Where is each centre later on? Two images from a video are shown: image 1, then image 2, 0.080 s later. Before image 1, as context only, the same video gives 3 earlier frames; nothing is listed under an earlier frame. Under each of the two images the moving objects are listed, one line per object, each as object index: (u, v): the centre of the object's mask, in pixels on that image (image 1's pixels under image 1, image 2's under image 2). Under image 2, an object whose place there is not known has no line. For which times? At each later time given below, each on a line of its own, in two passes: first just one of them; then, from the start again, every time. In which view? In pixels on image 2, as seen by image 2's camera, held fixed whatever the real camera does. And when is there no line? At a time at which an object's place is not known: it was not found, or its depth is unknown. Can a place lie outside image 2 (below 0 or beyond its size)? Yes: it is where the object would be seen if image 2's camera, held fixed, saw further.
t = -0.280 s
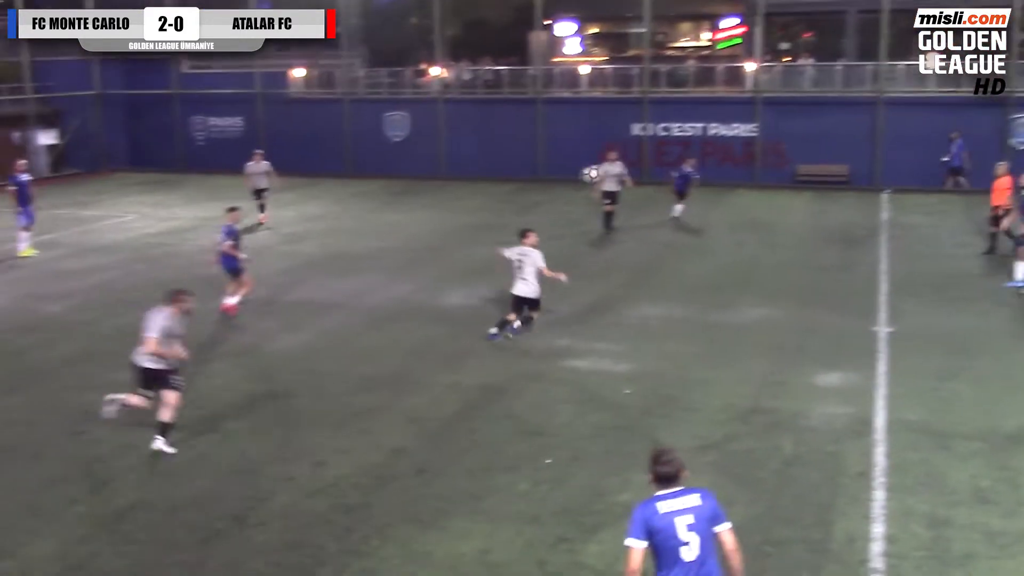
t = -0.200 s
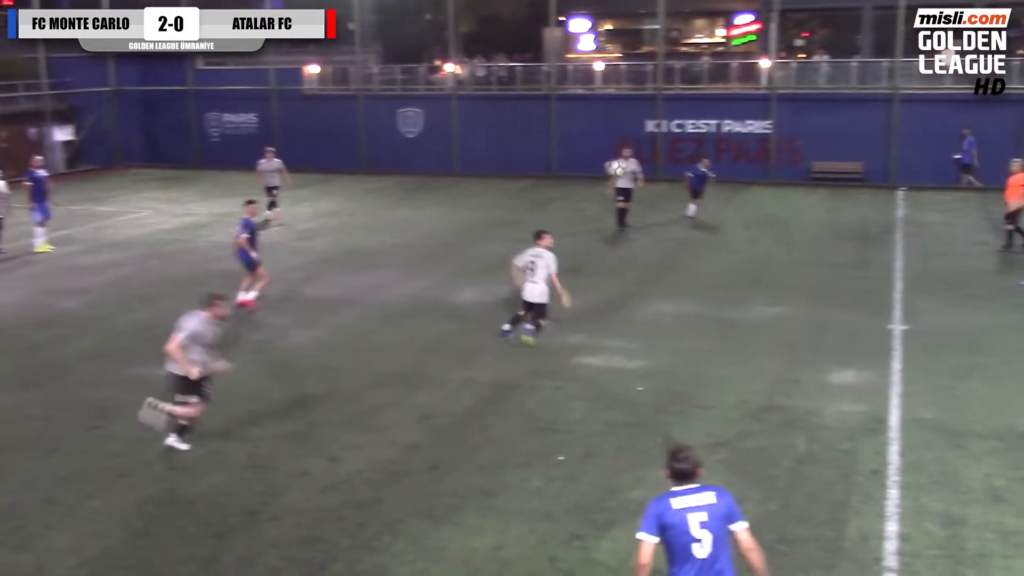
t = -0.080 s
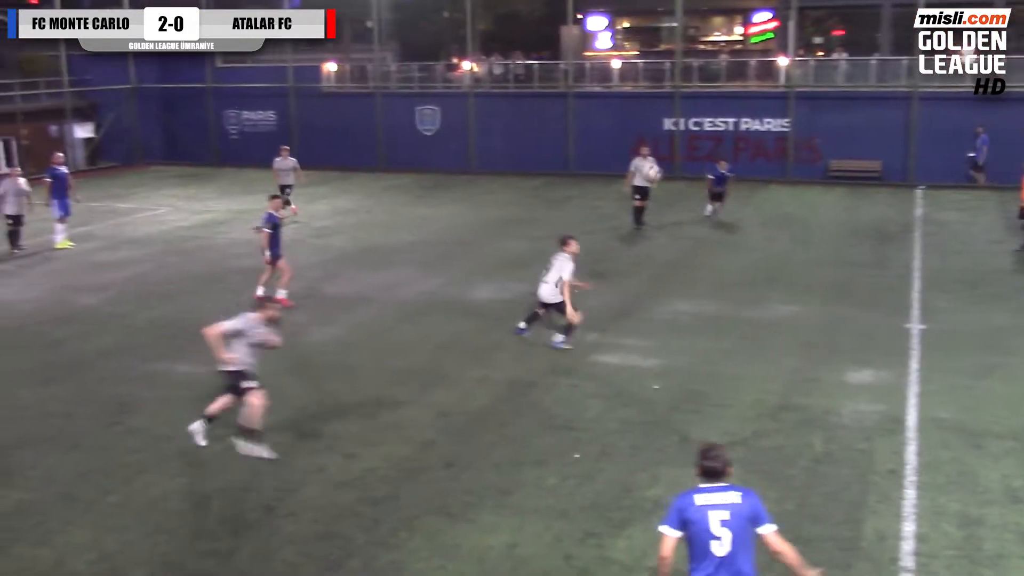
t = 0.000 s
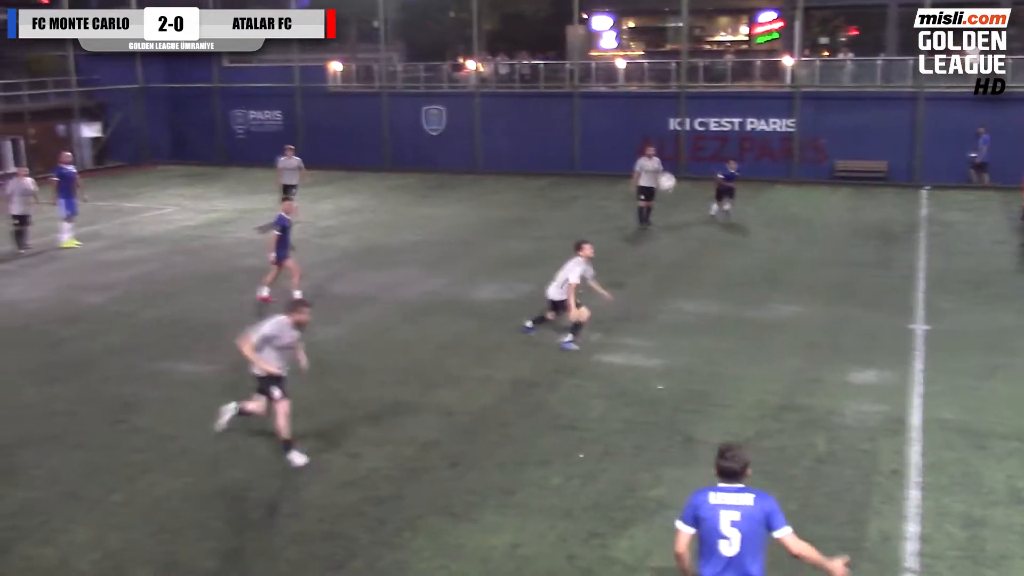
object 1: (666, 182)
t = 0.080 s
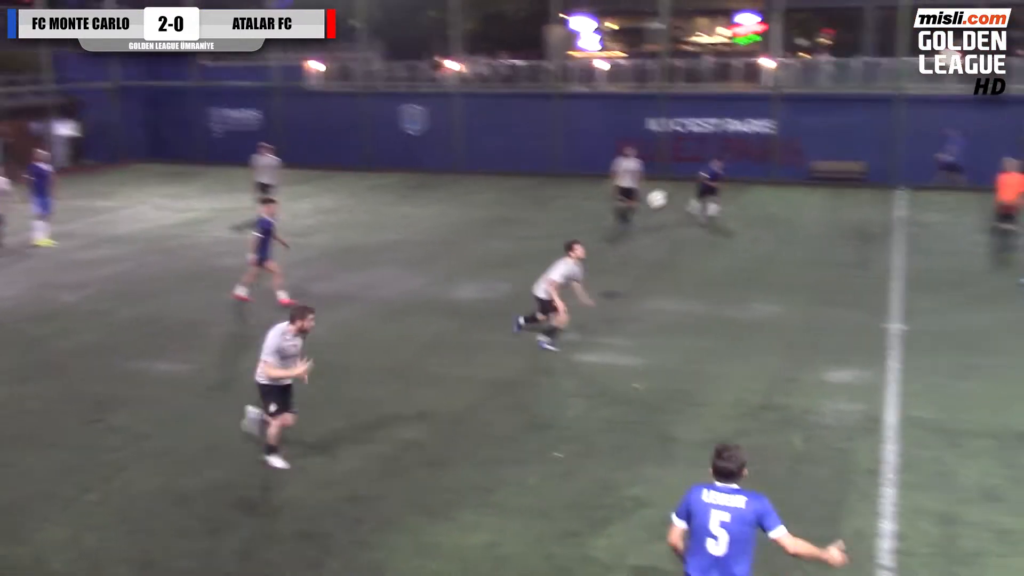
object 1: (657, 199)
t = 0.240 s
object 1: (678, 250)
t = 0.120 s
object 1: (662, 209)
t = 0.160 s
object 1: (667, 221)
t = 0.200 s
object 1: (673, 234)
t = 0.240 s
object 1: (678, 250)
